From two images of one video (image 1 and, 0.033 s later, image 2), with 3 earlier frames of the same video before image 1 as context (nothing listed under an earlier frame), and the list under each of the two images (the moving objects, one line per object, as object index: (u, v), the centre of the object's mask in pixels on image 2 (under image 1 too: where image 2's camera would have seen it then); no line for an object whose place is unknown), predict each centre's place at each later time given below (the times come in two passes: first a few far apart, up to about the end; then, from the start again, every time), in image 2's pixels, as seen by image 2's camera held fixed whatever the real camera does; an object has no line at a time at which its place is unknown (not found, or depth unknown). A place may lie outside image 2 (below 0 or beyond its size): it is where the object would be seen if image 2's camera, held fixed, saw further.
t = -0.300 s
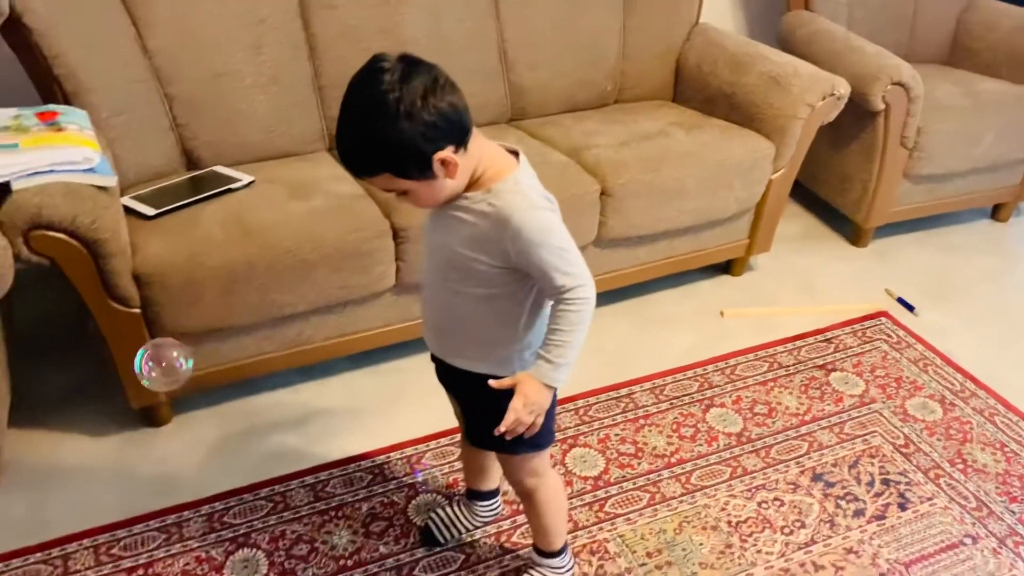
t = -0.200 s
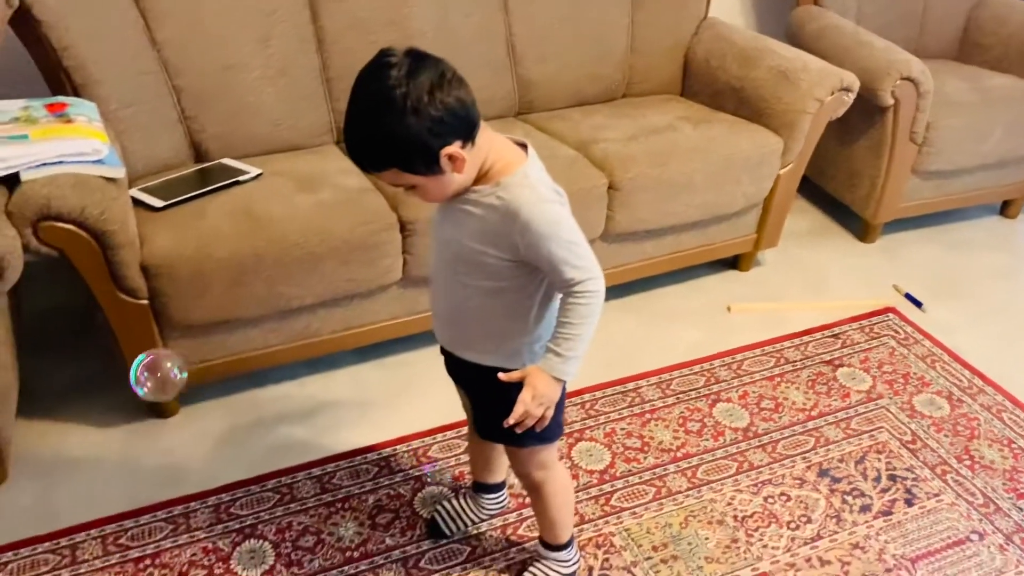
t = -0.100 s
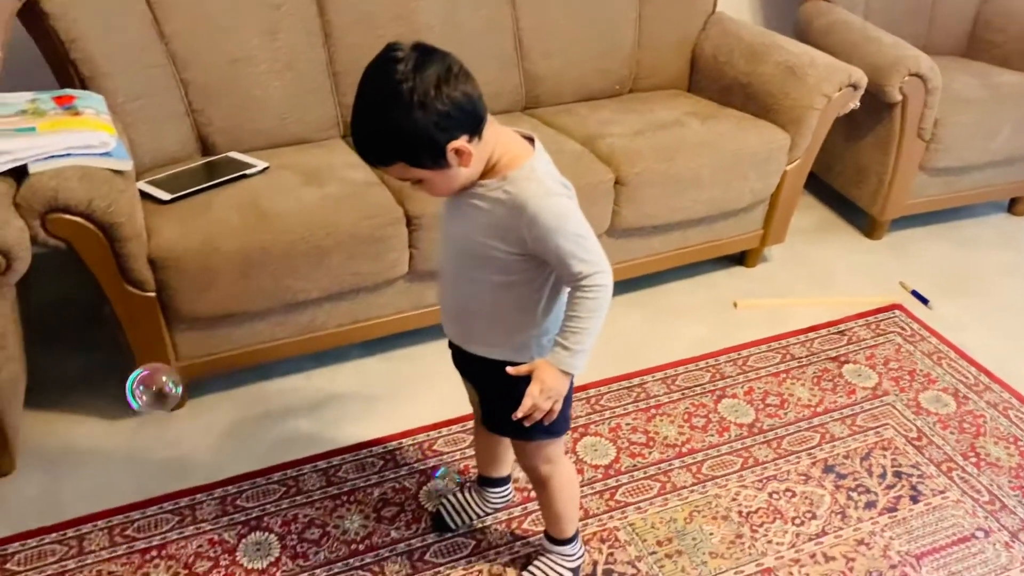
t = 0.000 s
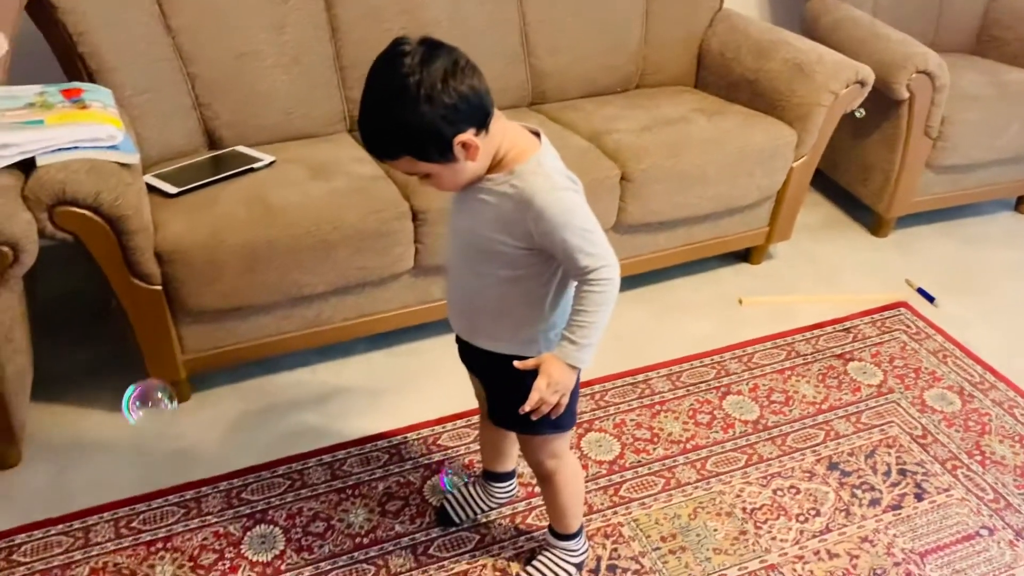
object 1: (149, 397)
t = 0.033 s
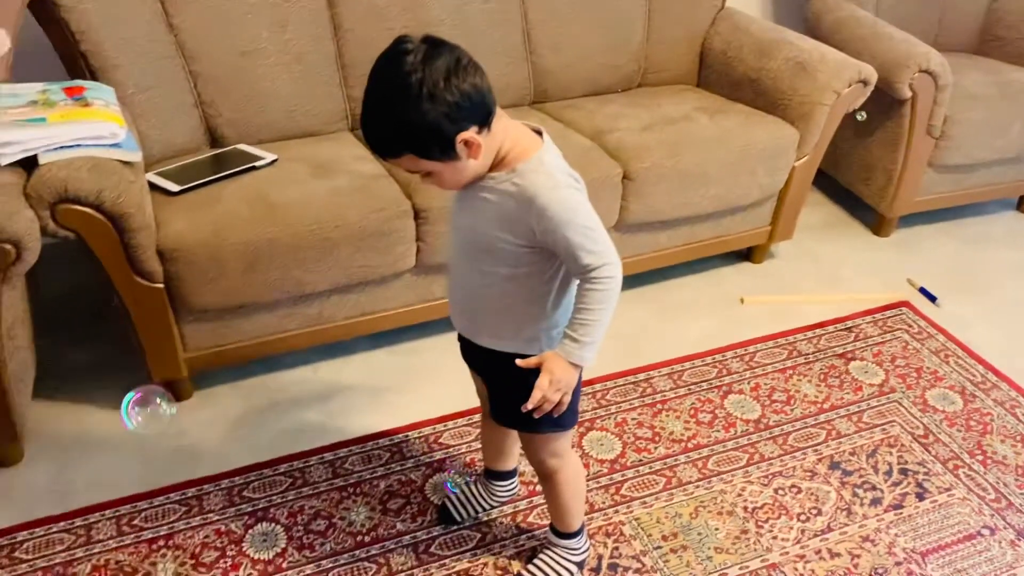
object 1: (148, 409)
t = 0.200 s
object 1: (133, 450)
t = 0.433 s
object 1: (112, 505)
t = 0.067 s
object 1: (145, 417)
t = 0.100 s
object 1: (140, 424)
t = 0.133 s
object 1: (138, 434)
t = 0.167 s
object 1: (135, 442)
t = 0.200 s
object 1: (133, 450)
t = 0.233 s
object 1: (128, 457)
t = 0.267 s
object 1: (126, 465)
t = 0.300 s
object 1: (124, 475)
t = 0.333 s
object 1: (120, 484)
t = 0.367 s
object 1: (117, 489)
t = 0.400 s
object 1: (114, 498)
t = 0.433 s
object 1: (112, 505)
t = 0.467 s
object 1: (108, 512)
